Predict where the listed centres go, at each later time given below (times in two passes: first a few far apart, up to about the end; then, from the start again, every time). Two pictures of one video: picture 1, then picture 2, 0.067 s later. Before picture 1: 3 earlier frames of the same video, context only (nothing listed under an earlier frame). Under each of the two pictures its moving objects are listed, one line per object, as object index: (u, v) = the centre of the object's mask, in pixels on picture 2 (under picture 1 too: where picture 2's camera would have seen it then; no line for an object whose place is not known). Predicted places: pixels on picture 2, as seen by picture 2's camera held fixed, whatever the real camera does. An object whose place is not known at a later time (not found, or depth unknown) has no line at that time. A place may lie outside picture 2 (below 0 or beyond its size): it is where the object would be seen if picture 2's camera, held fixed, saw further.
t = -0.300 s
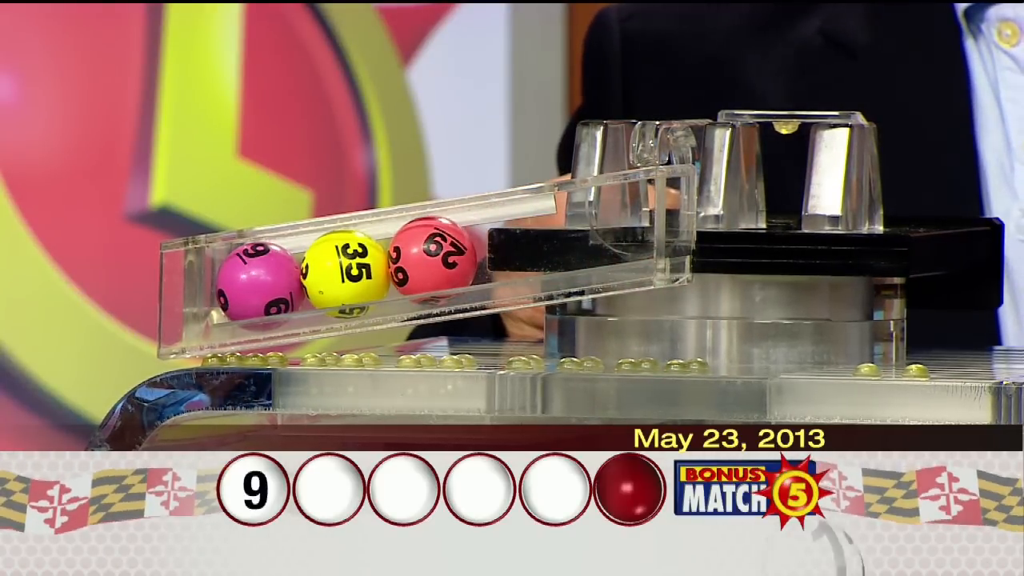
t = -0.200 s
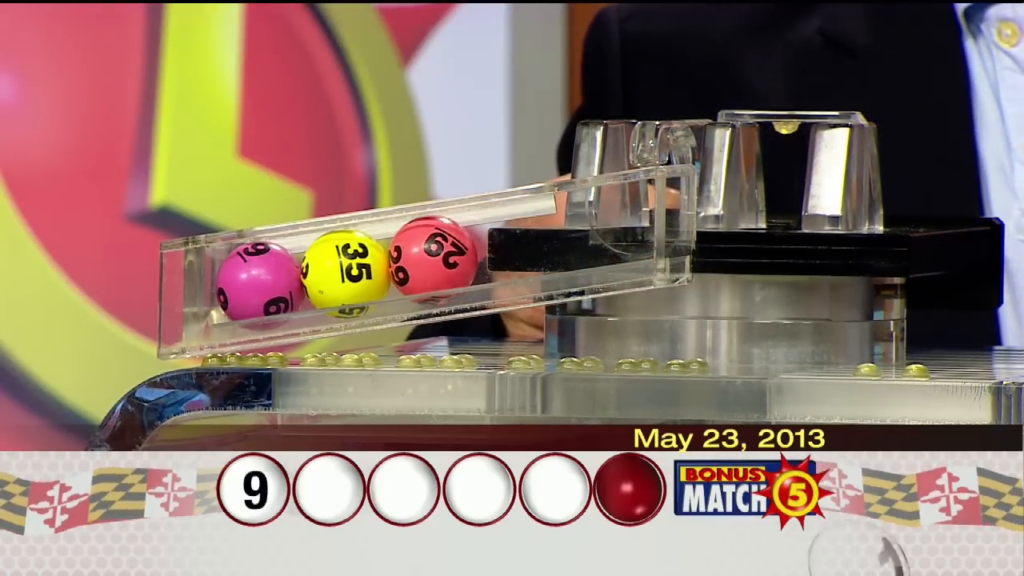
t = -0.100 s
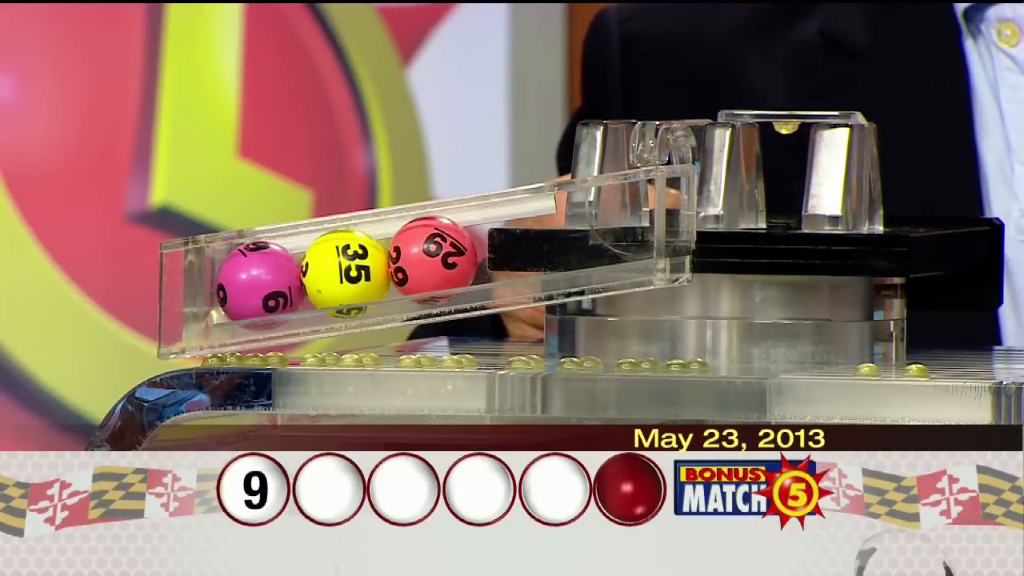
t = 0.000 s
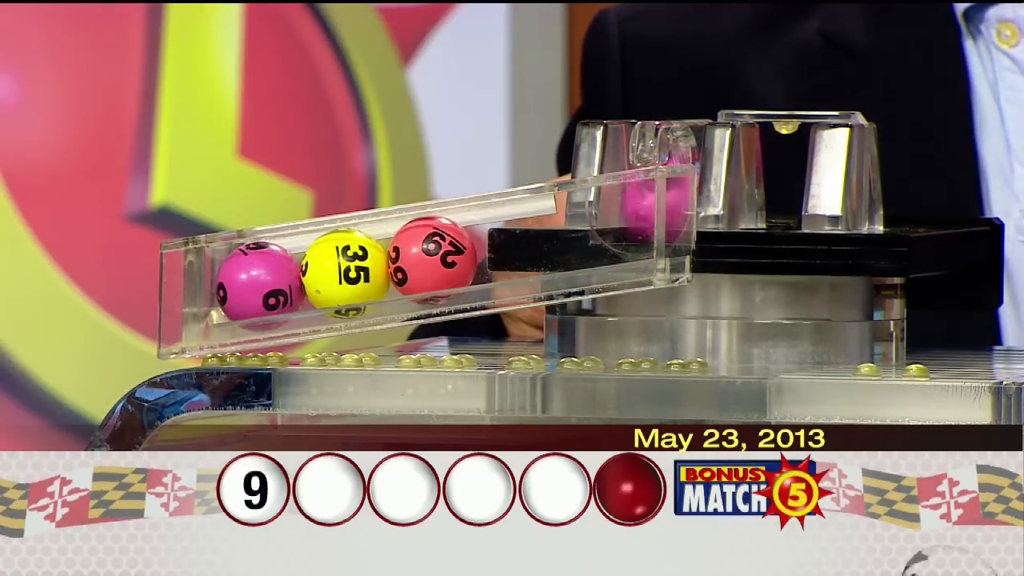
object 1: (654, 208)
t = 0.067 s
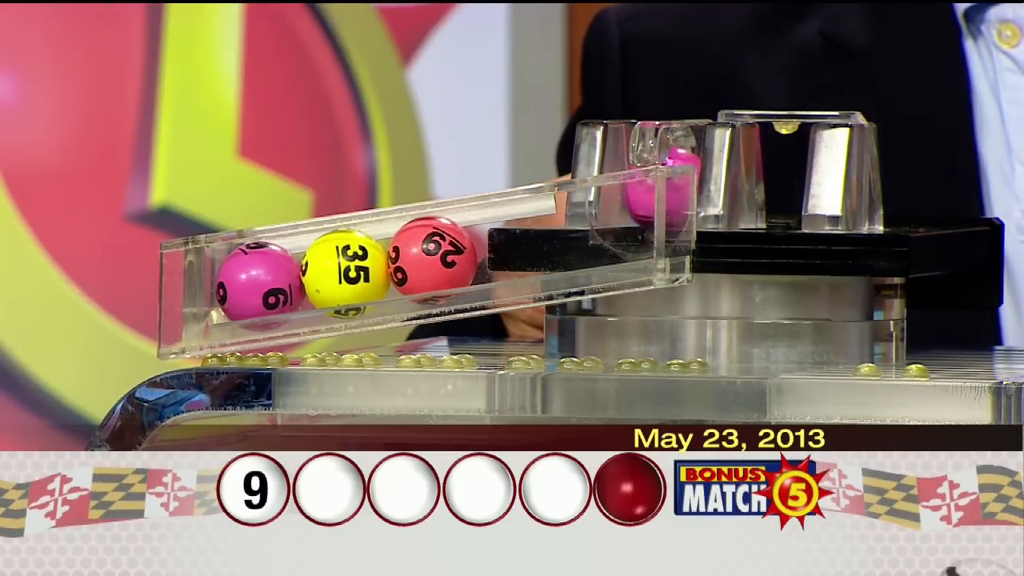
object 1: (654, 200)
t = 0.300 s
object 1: (624, 213)
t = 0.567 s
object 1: (609, 230)
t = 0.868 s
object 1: (521, 243)
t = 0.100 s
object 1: (665, 191)
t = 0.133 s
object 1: (654, 200)
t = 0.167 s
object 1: (654, 188)
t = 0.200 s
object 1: (649, 197)
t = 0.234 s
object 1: (626, 201)
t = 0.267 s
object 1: (619, 222)
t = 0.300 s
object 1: (624, 213)
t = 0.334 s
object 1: (623, 220)
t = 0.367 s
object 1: (623, 220)
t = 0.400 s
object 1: (620, 222)
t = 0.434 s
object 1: (620, 222)
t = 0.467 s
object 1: (619, 223)
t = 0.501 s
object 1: (617, 226)
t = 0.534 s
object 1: (614, 226)
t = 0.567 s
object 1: (609, 230)
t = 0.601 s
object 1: (602, 229)
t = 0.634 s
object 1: (592, 232)
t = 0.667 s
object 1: (582, 234)
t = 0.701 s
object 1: (570, 236)
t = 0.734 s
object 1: (558, 238)
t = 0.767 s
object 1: (544, 240)
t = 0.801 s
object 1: (530, 242)
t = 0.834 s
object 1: (518, 244)
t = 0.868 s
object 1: (521, 243)
